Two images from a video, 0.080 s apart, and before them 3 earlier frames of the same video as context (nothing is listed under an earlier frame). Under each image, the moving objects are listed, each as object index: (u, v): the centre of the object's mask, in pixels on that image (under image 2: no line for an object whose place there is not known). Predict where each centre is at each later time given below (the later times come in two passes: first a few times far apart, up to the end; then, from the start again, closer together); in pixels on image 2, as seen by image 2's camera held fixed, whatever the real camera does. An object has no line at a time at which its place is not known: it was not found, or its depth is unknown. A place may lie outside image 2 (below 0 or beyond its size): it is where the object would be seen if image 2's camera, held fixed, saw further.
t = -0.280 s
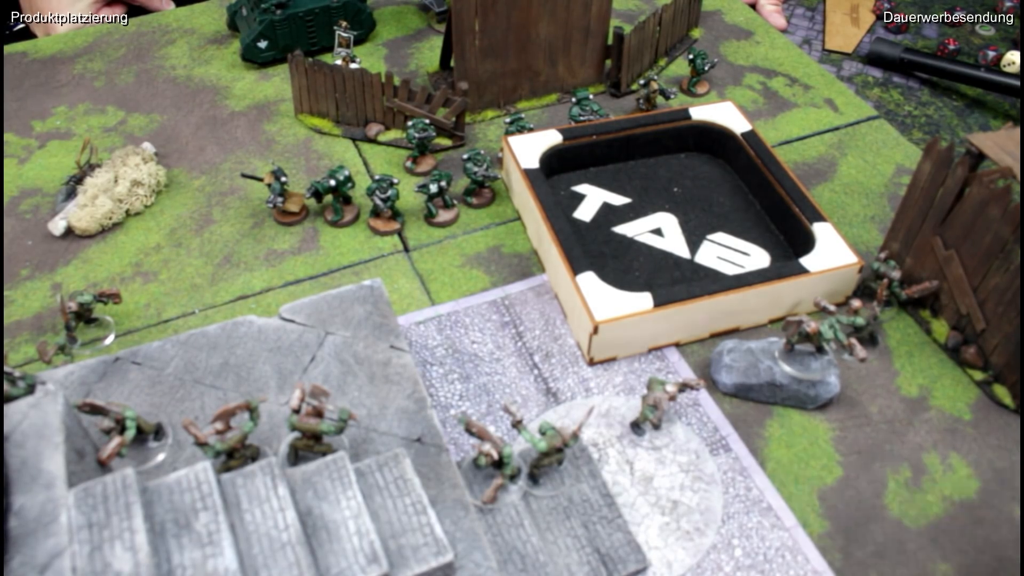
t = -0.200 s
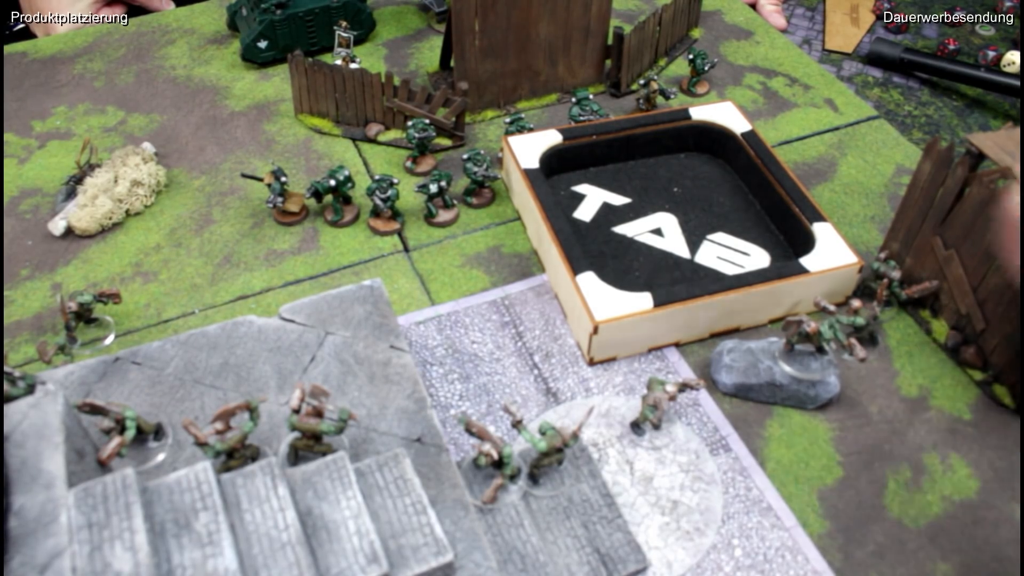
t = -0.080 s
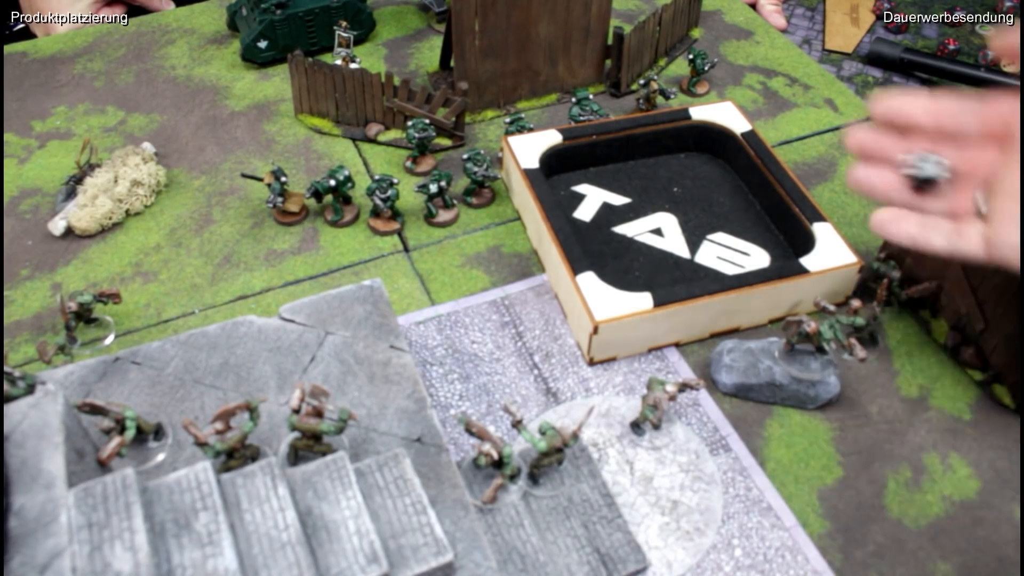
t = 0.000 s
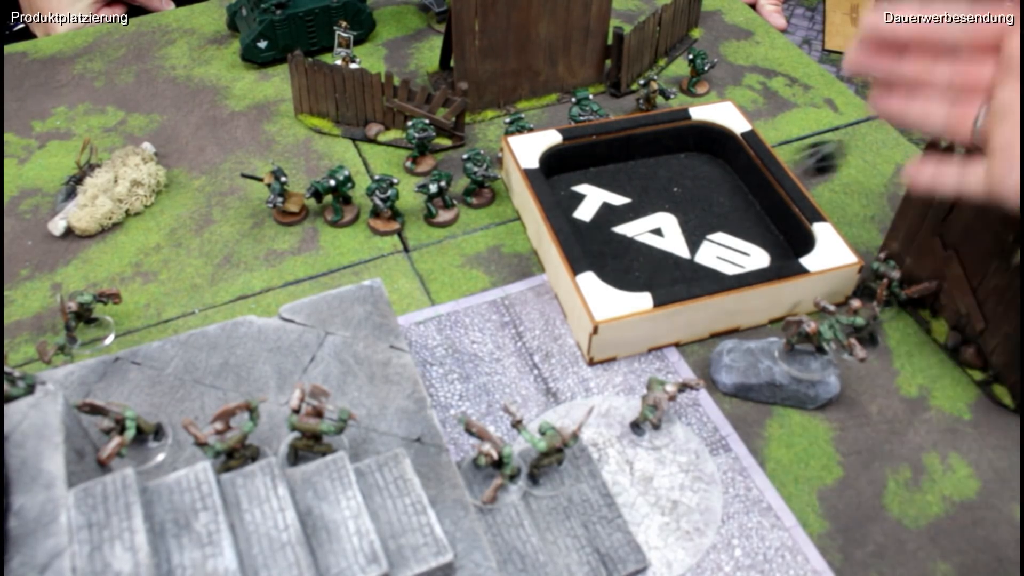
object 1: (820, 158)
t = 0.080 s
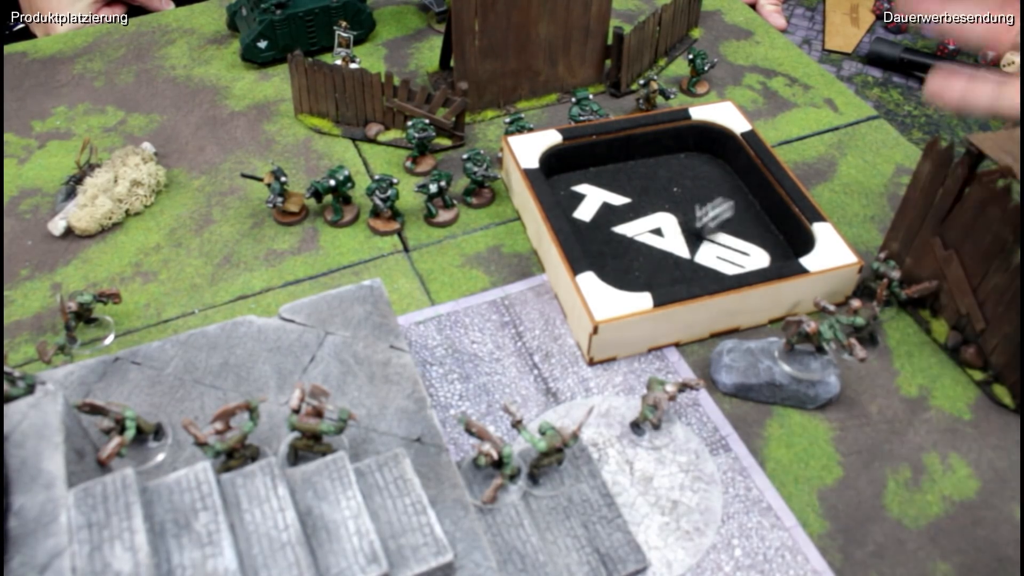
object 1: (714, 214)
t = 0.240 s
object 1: (674, 159)
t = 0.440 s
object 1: (704, 200)
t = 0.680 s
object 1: (713, 210)
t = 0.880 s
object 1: (712, 210)
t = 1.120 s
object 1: (712, 210)
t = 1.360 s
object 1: (712, 210)
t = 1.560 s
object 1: (712, 210)
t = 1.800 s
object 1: (712, 210)
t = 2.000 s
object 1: (712, 210)
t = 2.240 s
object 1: (712, 210)
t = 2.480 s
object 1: (712, 210)
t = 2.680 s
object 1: (712, 210)
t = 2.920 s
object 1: (712, 210)
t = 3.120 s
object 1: (712, 210)
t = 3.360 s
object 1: (712, 210)
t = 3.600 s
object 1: (712, 210)
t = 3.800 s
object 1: (712, 210)
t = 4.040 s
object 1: (712, 210)
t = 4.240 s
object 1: (712, 210)
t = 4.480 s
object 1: (712, 210)
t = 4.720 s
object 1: (712, 210)
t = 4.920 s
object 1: (712, 210)
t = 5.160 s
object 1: (712, 210)
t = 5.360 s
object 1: (712, 210)
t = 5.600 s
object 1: (712, 210)
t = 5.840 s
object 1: (712, 210)
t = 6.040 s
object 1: (712, 210)
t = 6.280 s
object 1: (712, 210)
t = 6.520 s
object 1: (712, 210)
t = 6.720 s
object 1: (712, 210)
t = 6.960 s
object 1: (712, 210)
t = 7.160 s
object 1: (712, 210)
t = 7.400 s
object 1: (712, 210)
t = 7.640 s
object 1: (712, 210)
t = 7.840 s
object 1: (712, 210)
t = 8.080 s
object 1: (712, 210)
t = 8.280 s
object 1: (712, 210)
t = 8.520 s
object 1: (712, 210)
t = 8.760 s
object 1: (712, 210)
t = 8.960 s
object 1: (712, 210)
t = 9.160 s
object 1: (712, 210)
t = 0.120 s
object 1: (699, 183)
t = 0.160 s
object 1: (688, 155)
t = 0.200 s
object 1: (674, 147)
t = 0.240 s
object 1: (674, 159)
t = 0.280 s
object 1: (681, 173)
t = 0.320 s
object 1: (688, 181)
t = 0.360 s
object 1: (695, 189)
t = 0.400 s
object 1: (699, 194)
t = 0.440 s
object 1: (704, 200)
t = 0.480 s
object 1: (708, 205)
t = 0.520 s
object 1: (715, 209)
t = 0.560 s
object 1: (717, 209)
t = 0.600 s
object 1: (713, 209)
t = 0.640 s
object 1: (712, 210)
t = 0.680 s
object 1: (713, 210)
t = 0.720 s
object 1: (712, 210)
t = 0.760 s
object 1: (712, 210)
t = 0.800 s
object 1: (712, 210)
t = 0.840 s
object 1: (712, 210)
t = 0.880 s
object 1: (712, 210)
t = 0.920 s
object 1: (712, 210)
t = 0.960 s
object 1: (712, 210)
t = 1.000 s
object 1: (712, 210)
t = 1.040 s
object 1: (712, 210)
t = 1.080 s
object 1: (712, 210)
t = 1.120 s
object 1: (712, 210)
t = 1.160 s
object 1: (712, 210)
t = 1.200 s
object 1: (712, 210)
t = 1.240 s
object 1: (712, 210)
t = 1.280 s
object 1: (712, 210)
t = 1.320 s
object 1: (712, 210)
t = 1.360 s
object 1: (712, 210)
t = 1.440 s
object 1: (712, 210)
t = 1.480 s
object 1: (712, 210)
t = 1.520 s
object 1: (712, 210)
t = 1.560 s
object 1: (712, 210)
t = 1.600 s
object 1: (712, 210)
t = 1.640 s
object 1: (712, 210)
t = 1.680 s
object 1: (712, 210)
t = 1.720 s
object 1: (712, 210)
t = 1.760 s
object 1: (712, 210)
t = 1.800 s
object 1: (712, 210)
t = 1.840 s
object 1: (712, 210)
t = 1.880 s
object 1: (712, 210)
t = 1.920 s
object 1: (712, 210)
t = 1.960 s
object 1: (712, 210)
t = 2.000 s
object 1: (712, 210)
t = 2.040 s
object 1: (712, 210)
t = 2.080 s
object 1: (712, 210)
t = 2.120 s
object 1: (712, 210)
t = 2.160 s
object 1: (712, 210)
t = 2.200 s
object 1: (712, 210)
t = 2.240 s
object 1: (712, 210)
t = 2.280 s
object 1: (712, 210)
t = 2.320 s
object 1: (712, 210)
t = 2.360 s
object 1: (712, 210)
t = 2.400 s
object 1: (712, 210)
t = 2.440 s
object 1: (712, 210)
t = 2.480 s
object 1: (712, 210)
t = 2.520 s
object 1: (712, 210)
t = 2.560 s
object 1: (712, 210)
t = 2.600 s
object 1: (712, 210)
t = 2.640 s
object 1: (712, 210)
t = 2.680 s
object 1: (712, 210)
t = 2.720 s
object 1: (712, 210)
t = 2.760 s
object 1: (712, 210)
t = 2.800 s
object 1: (712, 210)
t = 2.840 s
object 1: (712, 210)
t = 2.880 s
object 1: (712, 210)
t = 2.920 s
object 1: (712, 210)
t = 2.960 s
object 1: (712, 210)
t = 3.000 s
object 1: (712, 210)
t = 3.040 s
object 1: (712, 210)
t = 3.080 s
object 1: (712, 209)
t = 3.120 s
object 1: (712, 210)
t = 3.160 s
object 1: (712, 209)
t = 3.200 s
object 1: (712, 210)
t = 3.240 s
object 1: (712, 210)
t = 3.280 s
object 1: (712, 210)
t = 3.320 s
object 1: (712, 210)
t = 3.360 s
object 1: (712, 210)
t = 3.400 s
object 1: (712, 210)
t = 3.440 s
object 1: (712, 210)
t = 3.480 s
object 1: (712, 210)
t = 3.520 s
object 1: (712, 210)
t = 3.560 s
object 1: (712, 210)
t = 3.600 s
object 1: (712, 210)
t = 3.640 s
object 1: (712, 210)
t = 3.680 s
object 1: (712, 210)
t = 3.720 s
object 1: (712, 210)
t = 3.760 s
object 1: (712, 210)
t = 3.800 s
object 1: (712, 210)
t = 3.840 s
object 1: (712, 210)
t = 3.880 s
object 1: (712, 210)
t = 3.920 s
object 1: (712, 210)
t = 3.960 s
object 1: (712, 210)
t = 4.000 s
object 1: (712, 210)
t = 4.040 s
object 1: (712, 210)
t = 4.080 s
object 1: (712, 210)
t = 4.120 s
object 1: (712, 210)
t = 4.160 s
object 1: (712, 210)
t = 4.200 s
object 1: (712, 210)
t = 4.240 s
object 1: (712, 210)
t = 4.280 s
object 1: (712, 210)
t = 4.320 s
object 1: (712, 210)
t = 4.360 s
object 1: (712, 210)
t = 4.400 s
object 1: (712, 210)
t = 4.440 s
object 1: (712, 210)
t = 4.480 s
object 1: (712, 210)
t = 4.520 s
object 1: (712, 210)
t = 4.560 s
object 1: (712, 210)
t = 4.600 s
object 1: (712, 210)
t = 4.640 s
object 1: (712, 210)
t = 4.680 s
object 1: (712, 210)
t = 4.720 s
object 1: (712, 210)
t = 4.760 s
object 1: (712, 210)
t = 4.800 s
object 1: (712, 210)
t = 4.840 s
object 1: (712, 210)
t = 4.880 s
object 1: (712, 210)
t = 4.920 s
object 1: (712, 210)
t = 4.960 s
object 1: (712, 210)
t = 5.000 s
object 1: (712, 210)
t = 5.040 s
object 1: (712, 210)
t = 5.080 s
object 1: (712, 210)
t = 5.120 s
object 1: (712, 210)
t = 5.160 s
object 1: (712, 210)
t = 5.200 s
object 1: (712, 210)
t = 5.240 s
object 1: (712, 210)
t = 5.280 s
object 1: (712, 210)
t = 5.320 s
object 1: (712, 210)
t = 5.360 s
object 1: (712, 210)
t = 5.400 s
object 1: (712, 210)
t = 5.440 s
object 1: (712, 210)
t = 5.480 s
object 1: (712, 210)
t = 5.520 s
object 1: (712, 210)
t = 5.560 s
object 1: (712, 210)
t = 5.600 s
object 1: (712, 210)
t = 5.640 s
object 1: (712, 210)
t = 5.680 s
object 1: (712, 210)
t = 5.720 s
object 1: (712, 210)
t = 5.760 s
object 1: (712, 210)
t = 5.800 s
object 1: (712, 210)
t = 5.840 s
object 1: (712, 210)
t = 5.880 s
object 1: (712, 210)
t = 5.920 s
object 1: (712, 210)
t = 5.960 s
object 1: (712, 210)
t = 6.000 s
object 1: (712, 210)
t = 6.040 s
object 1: (712, 210)
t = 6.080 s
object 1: (712, 210)
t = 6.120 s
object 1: (712, 210)
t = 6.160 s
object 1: (712, 210)
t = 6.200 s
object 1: (712, 210)
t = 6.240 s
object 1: (712, 210)
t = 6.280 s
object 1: (712, 210)
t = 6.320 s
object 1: (712, 210)
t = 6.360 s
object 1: (712, 210)
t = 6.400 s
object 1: (712, 210)
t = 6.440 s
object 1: (712, 210)
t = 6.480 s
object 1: (712, 210)
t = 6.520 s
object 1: (712, 210)
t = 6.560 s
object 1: (712, 210)
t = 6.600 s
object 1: (712, 210)
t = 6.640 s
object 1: (712, 210)
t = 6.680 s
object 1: (712, 210)
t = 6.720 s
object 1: (712, 210)
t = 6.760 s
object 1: (712, 210)
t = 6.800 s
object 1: (712, 210)
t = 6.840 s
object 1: (712, 210)
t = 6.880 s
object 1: (712, 210)
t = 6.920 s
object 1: (712, 210)
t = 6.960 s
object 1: (712, 210)
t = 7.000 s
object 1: (712, 210)
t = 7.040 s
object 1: (712, 210)
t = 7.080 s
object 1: (712, 210)
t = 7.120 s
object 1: (712, 210)
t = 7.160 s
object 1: (712, 210)
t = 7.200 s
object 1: (712, 210)
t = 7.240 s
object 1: (712, 210)
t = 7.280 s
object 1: (712, 210)
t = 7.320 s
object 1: (712, 210)
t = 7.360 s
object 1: (712, 210)
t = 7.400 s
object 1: (712, 210)
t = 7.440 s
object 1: (712, 210)
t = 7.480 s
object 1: (712, 210)
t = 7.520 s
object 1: (712, 210)
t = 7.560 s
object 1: (712, 210)
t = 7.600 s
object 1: (712, 210)
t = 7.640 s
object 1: (712, 210)
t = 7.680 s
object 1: (712, 210)
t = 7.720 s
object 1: (712, 210)
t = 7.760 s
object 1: (712, 210)
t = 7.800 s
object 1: (712, 210)
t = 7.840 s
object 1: (712, 210)
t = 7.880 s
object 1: (712, 210)
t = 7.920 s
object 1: (712, 210)
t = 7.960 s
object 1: (712, 210)
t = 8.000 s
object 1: (712, 210)
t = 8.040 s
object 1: (712, 210)
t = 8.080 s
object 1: (712, 210)
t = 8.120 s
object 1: (712, 210)
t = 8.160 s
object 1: (712, 210)
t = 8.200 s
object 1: (712, 210)
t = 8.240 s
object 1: (712, 210)
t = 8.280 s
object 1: (712, 210)
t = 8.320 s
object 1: (712, 210)
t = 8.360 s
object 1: (712, 210)
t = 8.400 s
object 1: (712, 210)
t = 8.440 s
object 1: (712, 210)
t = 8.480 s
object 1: (712, 210)
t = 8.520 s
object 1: (712, 210)
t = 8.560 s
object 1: (712, 210)
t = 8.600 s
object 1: (712, 210)
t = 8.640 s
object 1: (712, 210)
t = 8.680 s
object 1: (712, 210)
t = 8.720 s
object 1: (712, 210)
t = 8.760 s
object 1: (712, 210)
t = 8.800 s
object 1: (712, 210)
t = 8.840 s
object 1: (712, 210)
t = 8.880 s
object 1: (712, 210)
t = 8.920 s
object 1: (712, 210)
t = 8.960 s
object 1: (712, 210)
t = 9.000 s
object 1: (712, 210)
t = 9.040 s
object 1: (712, 210)
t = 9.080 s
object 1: (712, 210)
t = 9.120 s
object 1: (712, 210)
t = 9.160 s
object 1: (712, 210)
